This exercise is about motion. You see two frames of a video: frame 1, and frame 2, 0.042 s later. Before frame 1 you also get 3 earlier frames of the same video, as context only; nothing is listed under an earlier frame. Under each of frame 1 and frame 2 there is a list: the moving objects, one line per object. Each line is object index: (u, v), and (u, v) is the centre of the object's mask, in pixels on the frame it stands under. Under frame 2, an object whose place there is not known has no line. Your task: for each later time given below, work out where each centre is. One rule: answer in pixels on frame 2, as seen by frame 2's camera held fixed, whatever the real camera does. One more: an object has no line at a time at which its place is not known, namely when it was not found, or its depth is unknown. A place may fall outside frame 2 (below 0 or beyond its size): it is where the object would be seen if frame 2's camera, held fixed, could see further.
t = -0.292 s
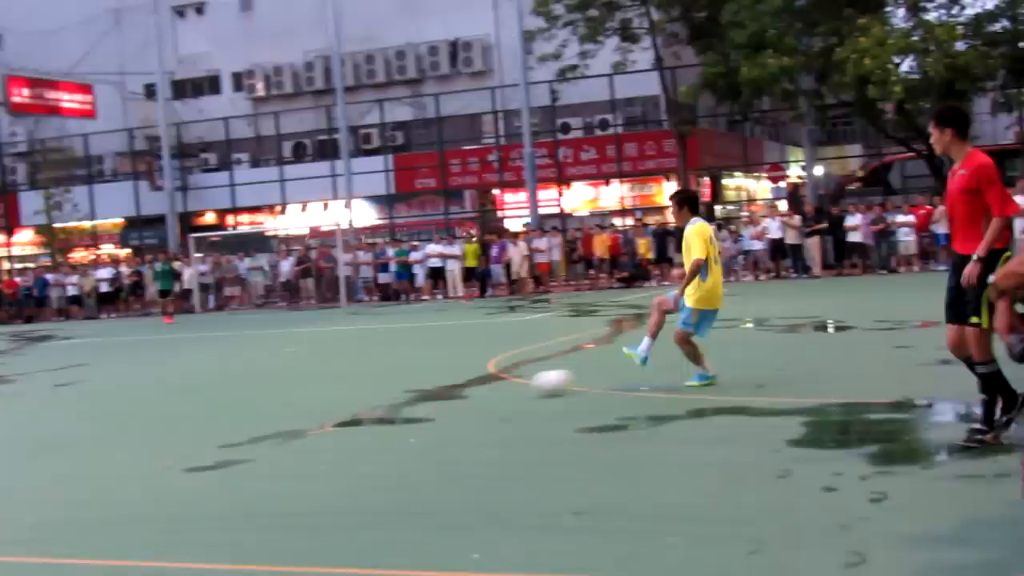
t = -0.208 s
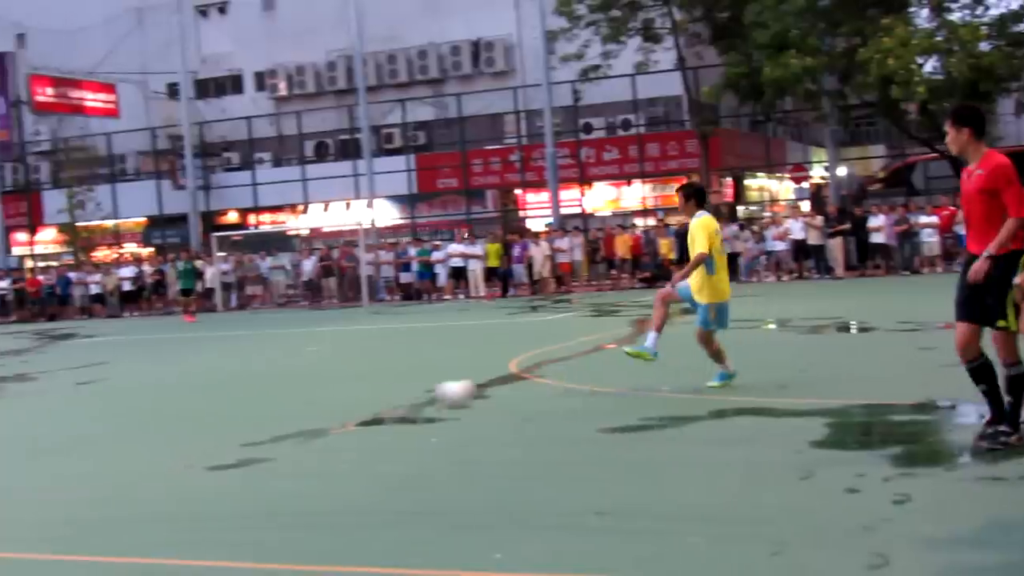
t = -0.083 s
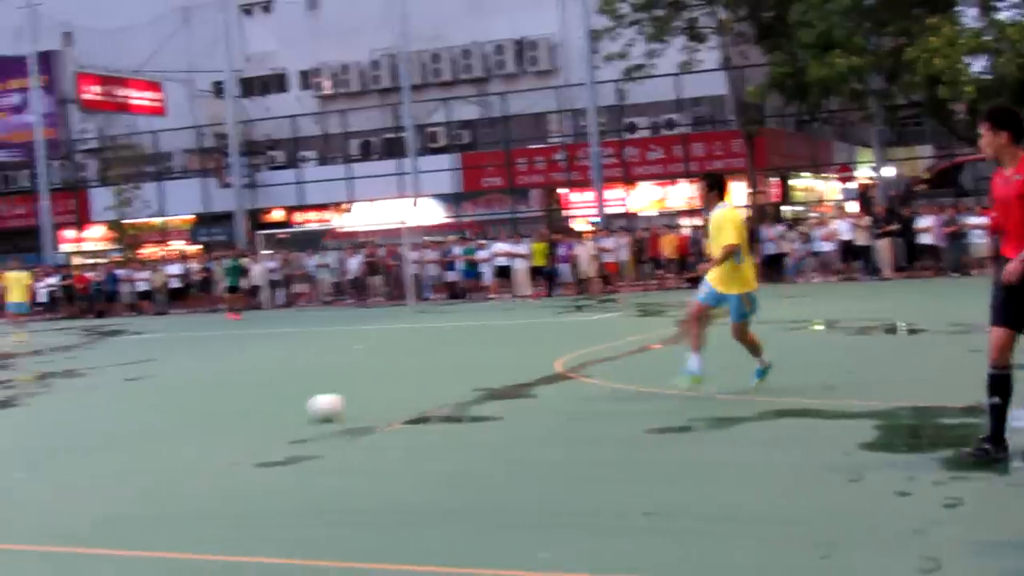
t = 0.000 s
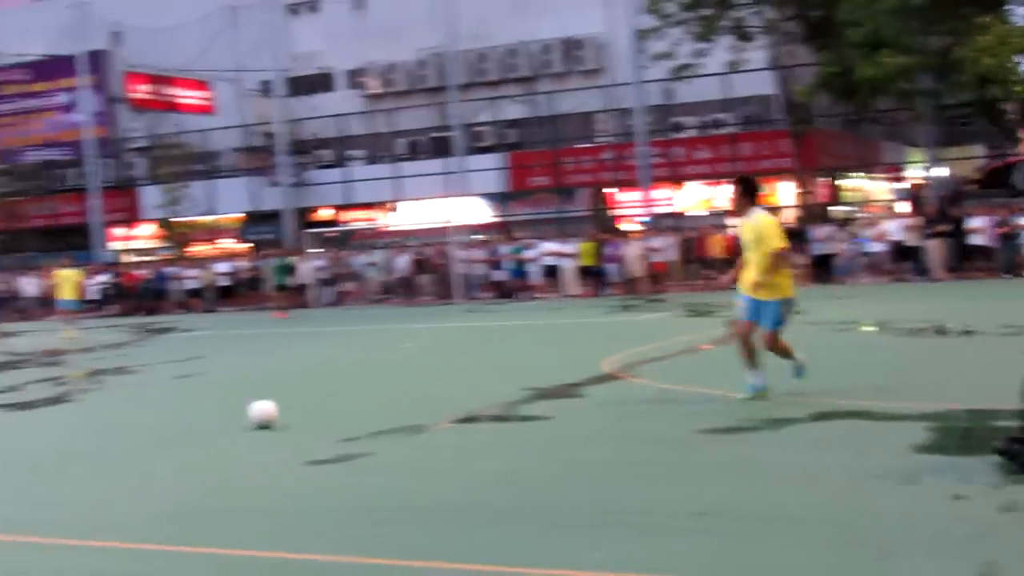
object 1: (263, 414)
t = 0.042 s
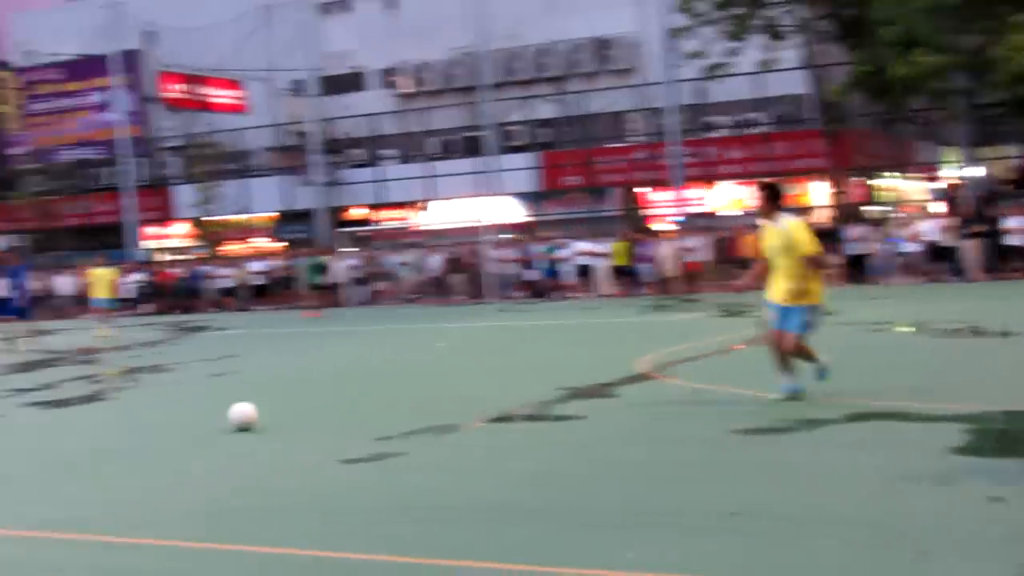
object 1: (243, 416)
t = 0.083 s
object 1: (190, 420)
